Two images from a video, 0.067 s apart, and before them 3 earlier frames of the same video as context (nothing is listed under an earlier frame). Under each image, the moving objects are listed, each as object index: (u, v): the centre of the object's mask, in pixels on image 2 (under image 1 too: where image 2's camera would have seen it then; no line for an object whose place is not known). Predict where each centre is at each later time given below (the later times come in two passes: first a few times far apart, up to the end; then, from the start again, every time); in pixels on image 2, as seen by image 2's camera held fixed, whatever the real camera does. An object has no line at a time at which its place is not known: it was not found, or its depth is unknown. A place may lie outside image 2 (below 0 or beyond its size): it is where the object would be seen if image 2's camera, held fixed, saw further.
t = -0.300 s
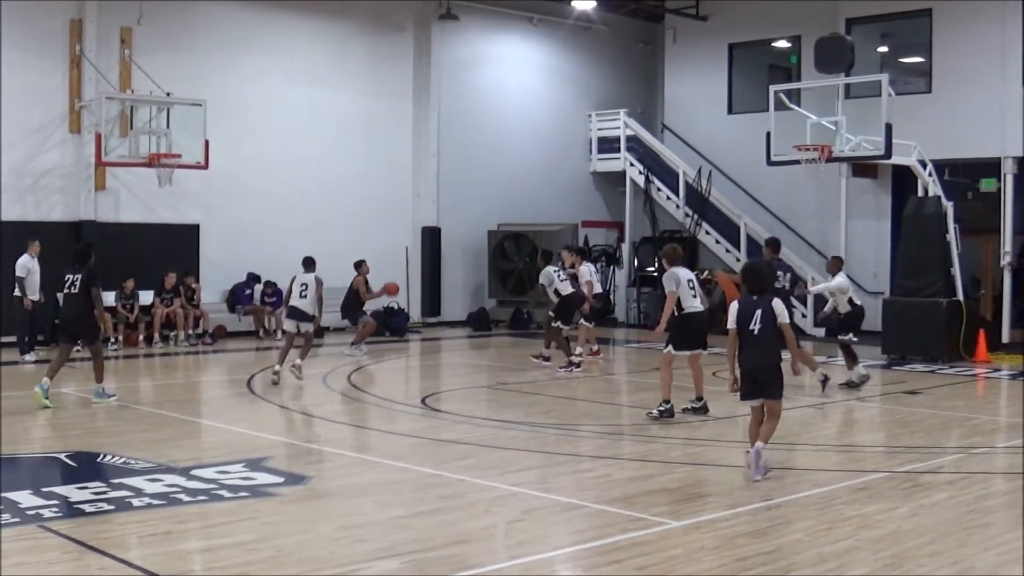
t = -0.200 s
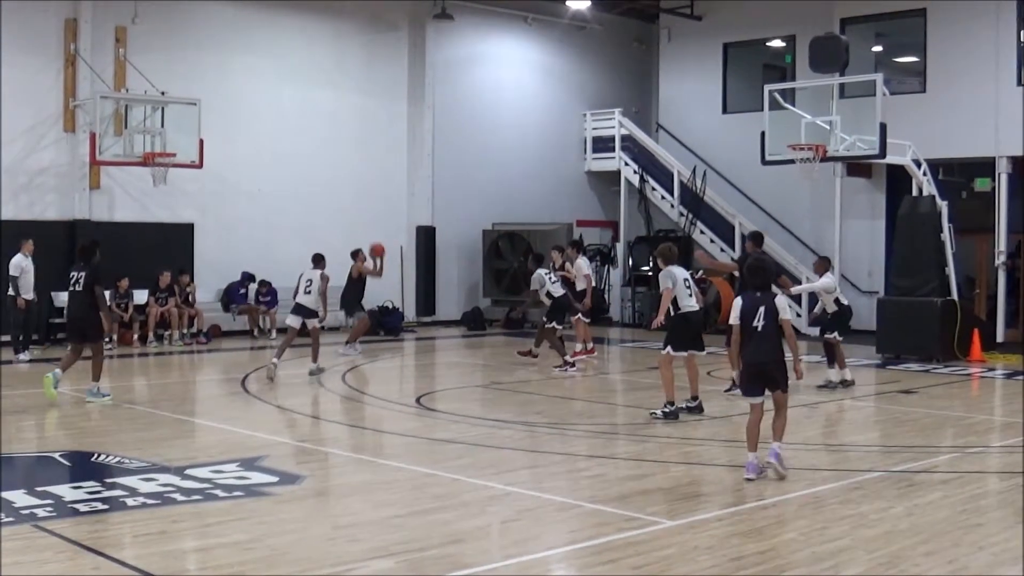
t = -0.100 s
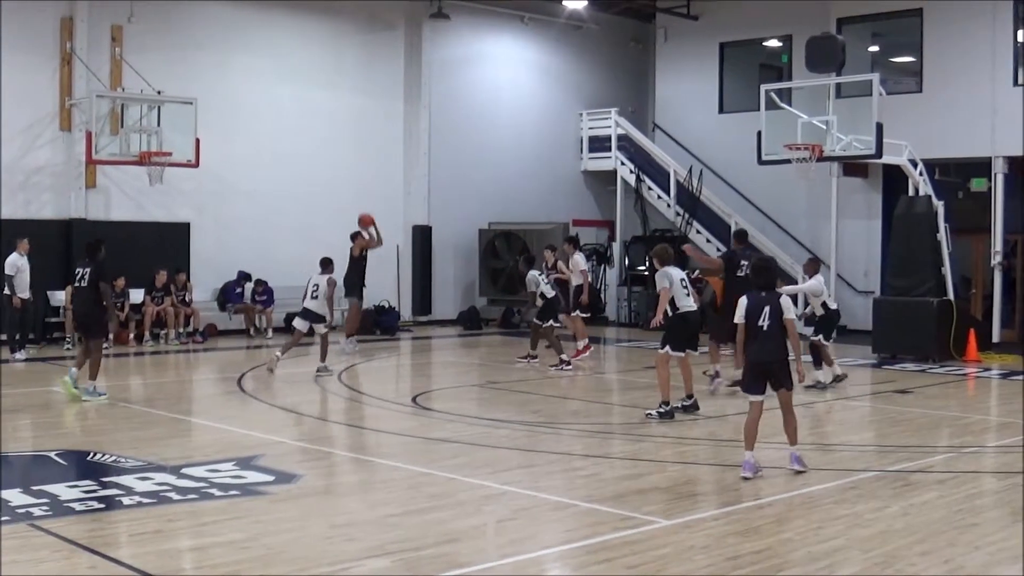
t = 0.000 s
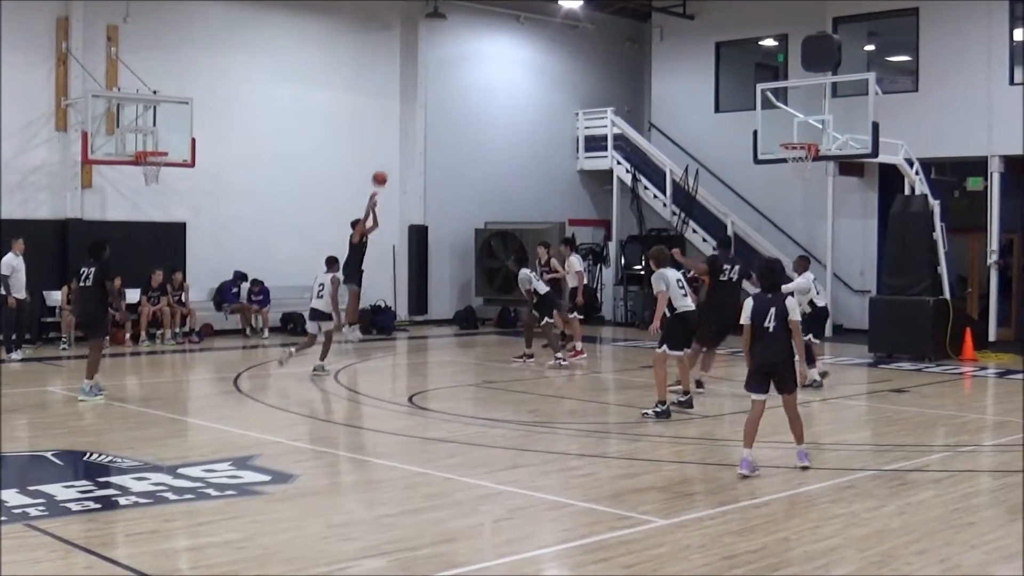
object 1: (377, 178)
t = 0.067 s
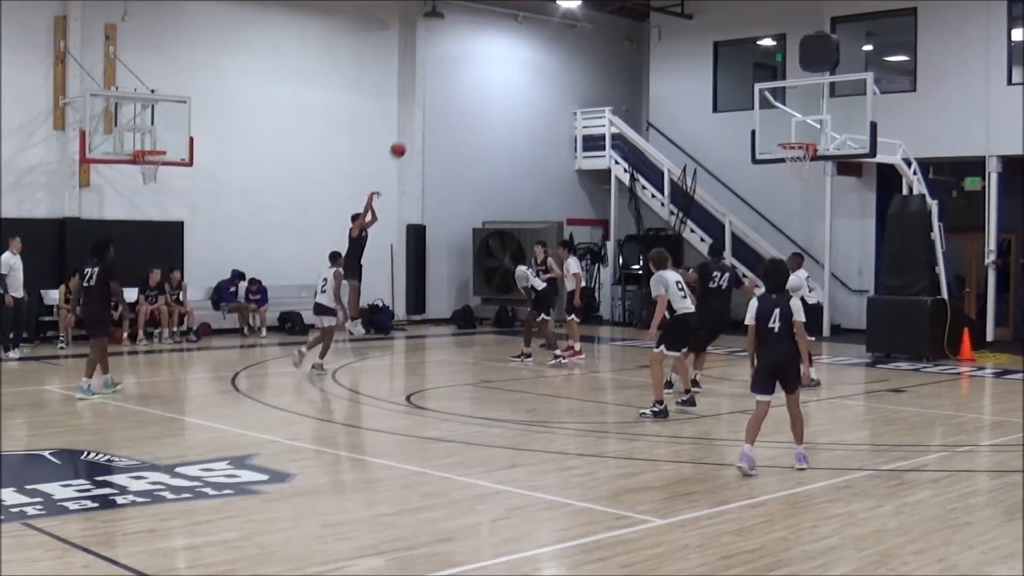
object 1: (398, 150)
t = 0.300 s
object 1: (470, 72)
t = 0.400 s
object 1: (501, 49)
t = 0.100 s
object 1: (408, 137)
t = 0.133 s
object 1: (418, 125)
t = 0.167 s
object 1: (428, 113)
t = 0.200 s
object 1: (439, 102)
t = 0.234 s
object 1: (449, 92)
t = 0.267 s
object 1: (459, 81)
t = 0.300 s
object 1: (470, 72)
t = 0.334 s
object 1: (480, 64)
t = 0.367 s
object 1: (490, 56)
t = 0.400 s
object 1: (501, 49)
